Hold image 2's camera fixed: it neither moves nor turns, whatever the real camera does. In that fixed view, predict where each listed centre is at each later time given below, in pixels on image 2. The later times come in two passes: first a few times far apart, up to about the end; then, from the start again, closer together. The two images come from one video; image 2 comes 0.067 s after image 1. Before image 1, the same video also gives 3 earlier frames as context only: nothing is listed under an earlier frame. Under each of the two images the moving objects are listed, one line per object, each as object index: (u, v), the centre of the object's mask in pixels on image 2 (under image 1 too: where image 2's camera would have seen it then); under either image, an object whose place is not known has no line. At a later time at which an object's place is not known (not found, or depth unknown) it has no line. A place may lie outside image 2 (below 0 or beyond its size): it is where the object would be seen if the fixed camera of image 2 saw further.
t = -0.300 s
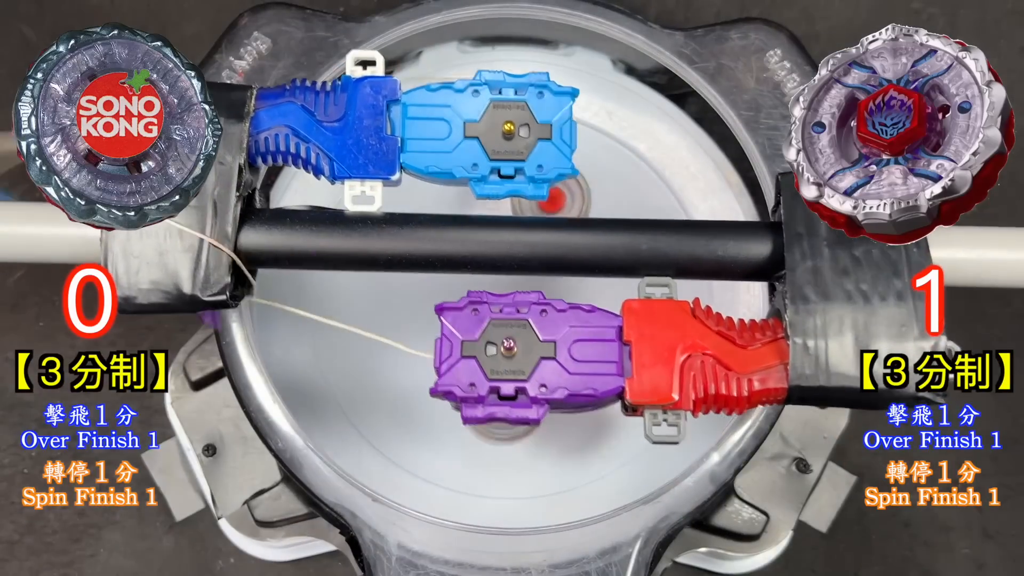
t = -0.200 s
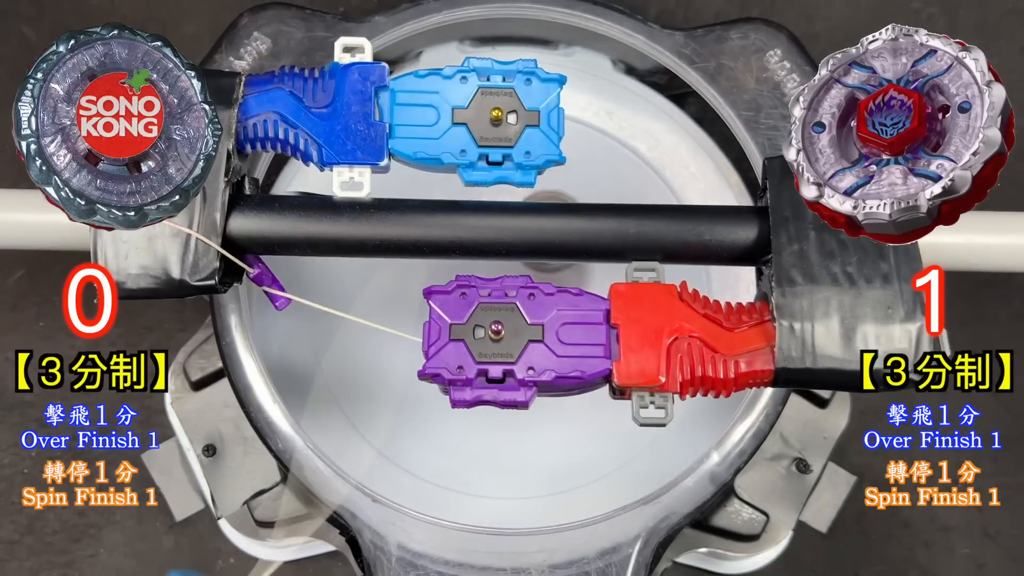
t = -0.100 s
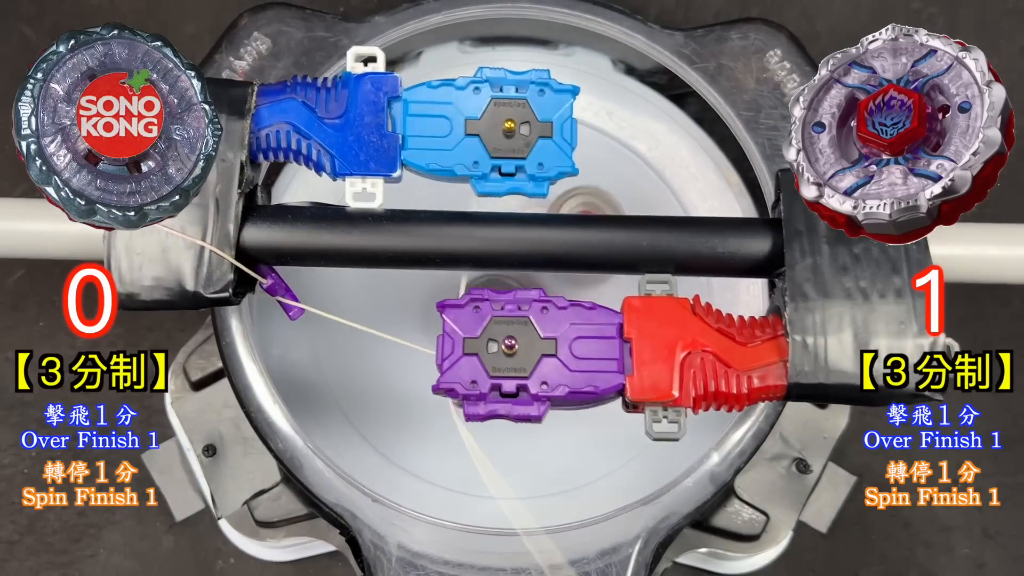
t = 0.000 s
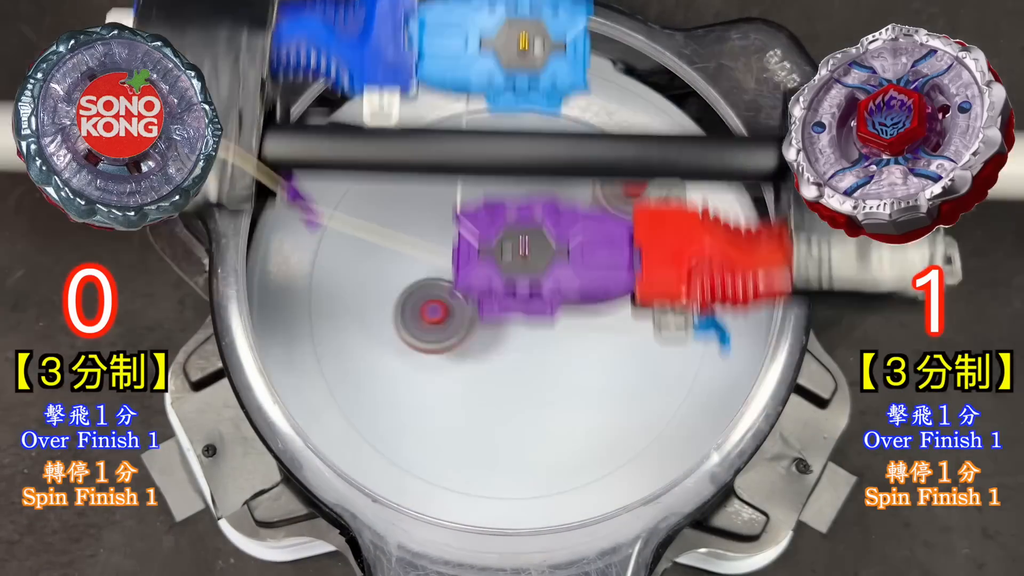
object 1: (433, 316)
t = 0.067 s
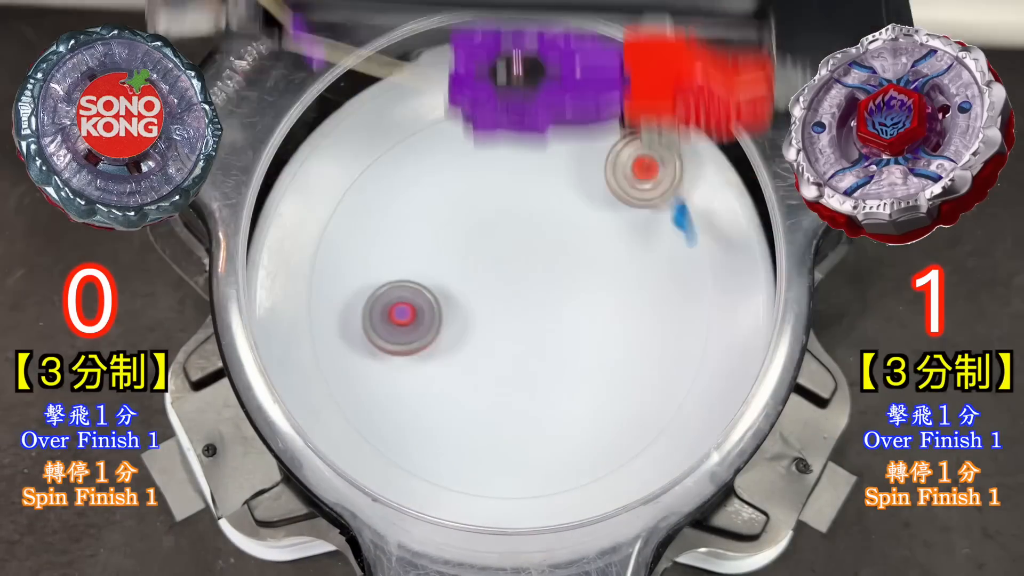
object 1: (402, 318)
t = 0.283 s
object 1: (400, 307)
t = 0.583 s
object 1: (344, 419)
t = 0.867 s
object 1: (464, 385)
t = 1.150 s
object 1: (419, 342)
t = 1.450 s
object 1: (423, 291)
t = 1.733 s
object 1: (435, 250)
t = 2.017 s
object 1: (454, 242)
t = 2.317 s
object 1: (488, 219)
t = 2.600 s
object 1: (497, 207)
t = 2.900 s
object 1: (519, 221)
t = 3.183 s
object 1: (538, 244)
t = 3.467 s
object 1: (462, 246)
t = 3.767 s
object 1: (409, 485)
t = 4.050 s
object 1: (702, 411)
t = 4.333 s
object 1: (627, 111)
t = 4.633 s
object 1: (307, 330)
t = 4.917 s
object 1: (587, 500)
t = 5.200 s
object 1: (630, 250)
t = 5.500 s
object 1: (527, 195)
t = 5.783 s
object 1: (487, 249)
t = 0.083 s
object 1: (396, 316)
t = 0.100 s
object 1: (391, 316)
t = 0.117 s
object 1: (387, 316)
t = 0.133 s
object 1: (384, 315)
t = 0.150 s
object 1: (383, 313)
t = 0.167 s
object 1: (382, 312)
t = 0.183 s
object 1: (382, 312)
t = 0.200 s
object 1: (383, 311)
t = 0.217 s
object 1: (385, 310)
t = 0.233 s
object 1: (388, 310)
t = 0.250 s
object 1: (392, 309)
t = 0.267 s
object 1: (396, 308)
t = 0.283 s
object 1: (400, 307)
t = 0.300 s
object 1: (405, 307)
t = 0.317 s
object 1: (411, 307)
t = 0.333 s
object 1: (416, 306)
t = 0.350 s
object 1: (416, 309)
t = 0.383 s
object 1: (398, 324)
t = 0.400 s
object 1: (384, 337)
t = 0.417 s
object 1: (370, 349)
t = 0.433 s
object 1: (359, 361)
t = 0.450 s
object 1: (349, 371)
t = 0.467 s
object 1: (342, 380)
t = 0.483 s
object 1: (337, 388)
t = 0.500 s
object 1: (336, 395)
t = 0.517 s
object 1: (336, 401)
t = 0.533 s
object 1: (338, 407)
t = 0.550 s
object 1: (340, 412)
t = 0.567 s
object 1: (342, 415)
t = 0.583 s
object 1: (344, 419)
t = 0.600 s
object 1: (347, 421)
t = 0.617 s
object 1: (350, 424)
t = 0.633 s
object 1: (353, 426)
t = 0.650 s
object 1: (356, 427)
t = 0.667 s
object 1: (360, 428)
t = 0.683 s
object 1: (365, 428)
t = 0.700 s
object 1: (370, 428)
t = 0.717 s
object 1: (378, 427)
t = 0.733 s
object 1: (387, 424)
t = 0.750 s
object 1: (397, 421)
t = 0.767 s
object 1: (406, 418)
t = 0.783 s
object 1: (417, 414)
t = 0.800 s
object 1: (427, 409)
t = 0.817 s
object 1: (436, 403)
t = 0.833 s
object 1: (446, 398)
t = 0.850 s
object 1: (455, 391)
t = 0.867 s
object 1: (464, 385)
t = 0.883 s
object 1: (472, 377)
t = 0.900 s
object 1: (479, 370)
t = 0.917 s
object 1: (485, 362)
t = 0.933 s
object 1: (491, 354)
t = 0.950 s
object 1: (496, 346)
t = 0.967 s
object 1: (493, 343)
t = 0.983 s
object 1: (484, 345)
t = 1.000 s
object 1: (474, 347)
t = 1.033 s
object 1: (456, 350)
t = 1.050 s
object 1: (448, 349)
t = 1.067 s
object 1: (441, 349)
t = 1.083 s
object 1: (435, 348)
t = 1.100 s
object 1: (430, 347)
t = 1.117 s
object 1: (425, 345)
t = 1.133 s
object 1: (422, 344)
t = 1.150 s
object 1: (419, 342)
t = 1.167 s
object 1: (417, 340)
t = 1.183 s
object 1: (416, 337)
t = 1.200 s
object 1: (415, 334)
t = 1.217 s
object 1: (415, 331)
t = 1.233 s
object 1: (414, 328)
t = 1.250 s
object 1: (415, 325)
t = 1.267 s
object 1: (415, 322)
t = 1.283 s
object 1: (415, 319)
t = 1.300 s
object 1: (416, 316)
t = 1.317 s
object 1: (416, 313)
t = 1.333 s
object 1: (417, 311)
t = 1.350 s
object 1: (417, 308)
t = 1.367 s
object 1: (419, 305)
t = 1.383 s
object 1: (419, 303)
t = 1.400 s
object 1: (420, 300)
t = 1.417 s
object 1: (421, 297)
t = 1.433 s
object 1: (422, 294)
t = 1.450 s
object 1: (423, 291)
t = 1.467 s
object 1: (425, 288)
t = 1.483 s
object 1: (426, 285)
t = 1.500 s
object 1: (427, 282)
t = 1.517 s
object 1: (428, 279)
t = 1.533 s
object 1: (429, 276)
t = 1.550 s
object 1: (430, 273)
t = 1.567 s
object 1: (431, 271)
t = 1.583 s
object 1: (432, 269)
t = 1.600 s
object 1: (433, 266)
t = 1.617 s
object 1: (434, 265)
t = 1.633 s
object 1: (434, 263)
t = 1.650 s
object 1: (435, 261)
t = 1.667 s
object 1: (435, 259)
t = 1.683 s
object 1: (435, 257)
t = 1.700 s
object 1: (435, 255)
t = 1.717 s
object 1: (435, 252)
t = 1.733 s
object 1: (435, 250)
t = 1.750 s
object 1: (435, 248)
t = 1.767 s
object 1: (435, 246)
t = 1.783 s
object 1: (435, 244)
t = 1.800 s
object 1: (435, 242)
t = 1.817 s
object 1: (435, 240)
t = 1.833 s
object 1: (436, 239)
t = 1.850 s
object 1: (436, 237)
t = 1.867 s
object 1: (437, 237)
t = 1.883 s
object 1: (439, 236)
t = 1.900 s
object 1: (440, 235)
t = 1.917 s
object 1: (441, 235)
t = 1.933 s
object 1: (443, 235)
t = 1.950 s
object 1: (445, 236)
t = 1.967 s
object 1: (447, 238)
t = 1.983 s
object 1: (449, 239)
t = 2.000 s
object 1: (452, 241)
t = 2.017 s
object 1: (454, 242)
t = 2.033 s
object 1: (456, 243)
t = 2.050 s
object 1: (459, 245)
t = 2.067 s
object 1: (461, 245)
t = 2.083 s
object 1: (463, 245)
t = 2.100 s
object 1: (466, 245)
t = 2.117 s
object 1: (468, 245)
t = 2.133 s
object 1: (470, 244)
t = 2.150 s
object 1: (472, 243)
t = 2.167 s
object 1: (474, 242)
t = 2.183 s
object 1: (476, 240)
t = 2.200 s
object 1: (478, 237)
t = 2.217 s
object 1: (480, 235)
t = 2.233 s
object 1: (482, 232)
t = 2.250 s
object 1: (483, 229)
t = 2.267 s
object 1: (485, 227)
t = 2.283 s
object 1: (486, 224)
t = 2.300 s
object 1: (487, 221)
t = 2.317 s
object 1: (488, 219)
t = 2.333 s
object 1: (489, 216)
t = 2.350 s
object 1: (490, 213)
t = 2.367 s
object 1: (490, 211)
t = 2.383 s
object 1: (491, 209)
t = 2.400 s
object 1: (491, 207)
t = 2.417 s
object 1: (492, 206)
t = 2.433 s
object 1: (492, 205)
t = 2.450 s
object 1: (493, 204)
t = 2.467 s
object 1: (493, 203)
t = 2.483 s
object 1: (493, 203)
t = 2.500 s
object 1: (494, 203)
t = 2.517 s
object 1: (494, 203)
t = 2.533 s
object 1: (494, 204)
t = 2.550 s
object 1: (495, 204)
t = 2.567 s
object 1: (495, 205)
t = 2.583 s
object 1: (496, 206)
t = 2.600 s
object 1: (497, 207)
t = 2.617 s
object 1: (497, 207)
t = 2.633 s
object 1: (498, 208)
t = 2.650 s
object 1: (499, 209)
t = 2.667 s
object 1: (500, 209)
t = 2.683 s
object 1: (501, 210)
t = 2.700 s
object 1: (502, 211)
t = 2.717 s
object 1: (504, 212)
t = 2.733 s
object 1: (505, 213)
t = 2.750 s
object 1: (507, 214)
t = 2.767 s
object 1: (508, 215)
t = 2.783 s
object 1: (509, 216)
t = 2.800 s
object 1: (511, 217)
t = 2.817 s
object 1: (512, 218)
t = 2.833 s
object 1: (514, 219)
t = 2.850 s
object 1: (515, 219)
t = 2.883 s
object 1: (518, 221)
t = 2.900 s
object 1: (519, 221)
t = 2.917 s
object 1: (521, 222)
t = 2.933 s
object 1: (523, 223)
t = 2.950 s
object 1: (525, 224)
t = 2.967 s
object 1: (527, 225)
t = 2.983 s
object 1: (529, 226)
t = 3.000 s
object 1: (531, 227)
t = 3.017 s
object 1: (533, 228)
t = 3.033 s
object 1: (534, 230)
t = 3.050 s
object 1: (536, 231)
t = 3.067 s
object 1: (537, 233)
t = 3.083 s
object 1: (538, 234)
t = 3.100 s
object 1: (538, 235)
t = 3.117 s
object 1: (539, 237)
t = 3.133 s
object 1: (538, 239)
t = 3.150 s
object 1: (538, 240)
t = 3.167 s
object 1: (537, 242)
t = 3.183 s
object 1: (538, 244)
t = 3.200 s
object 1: (538, 245)
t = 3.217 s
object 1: (538, 246)
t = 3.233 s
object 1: (538, 248)
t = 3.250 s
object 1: (551, 225)
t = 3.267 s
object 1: (577, 171)
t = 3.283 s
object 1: (600, 118)
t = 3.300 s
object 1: (615, 81)
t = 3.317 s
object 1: (601, 89)
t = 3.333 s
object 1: (587, 100)
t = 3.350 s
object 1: (571, 114)
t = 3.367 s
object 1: (554, 130)
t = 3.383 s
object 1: (538, 147)
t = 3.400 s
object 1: (522, 166)
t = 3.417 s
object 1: (505, 187)
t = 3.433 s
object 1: (490, 210)
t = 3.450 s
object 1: (475, 232)
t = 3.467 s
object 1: (462, 246)
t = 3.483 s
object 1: (451, 260)
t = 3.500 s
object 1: (440, 275)
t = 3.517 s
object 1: (428, 292)
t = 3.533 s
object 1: (416, 310)
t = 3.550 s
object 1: (405, 329)
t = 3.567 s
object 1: (394, 350)
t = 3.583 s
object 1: (386, 368)
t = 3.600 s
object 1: (383, 380)
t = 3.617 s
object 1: (380, 393)
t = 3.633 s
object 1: (378, 408)
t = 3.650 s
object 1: (377, 423)
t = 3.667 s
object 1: (376, 438)
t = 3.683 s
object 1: (378, 450)
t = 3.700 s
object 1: (383, 458)
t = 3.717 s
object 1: (388, 466)
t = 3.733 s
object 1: (394, 474)
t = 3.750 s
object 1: (401, 480)
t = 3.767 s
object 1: (409, 485)
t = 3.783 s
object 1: (418, 489)
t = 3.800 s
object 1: (426, 494)
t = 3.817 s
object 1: (436, 499)
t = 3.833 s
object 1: (446, 501)
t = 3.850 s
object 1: (457, 521)
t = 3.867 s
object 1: (469, 521)
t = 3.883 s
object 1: (483, 520)
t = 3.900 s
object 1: (497, 517)
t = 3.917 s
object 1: (513, 512)
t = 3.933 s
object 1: (537, 508)
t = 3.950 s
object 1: (564, 500)
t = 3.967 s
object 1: (590, 491)
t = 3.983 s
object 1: (616, 480)
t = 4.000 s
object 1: (643, 466)
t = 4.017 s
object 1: (667, 449)
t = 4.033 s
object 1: (688, 433)
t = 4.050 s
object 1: (702, 411)
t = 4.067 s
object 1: (716, 386)
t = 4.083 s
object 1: (727, 360)
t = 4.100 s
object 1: (736, 335)
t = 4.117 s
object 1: (742, 312)
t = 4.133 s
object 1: (743, 287)
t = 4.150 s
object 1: (741, 262)
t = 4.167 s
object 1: (737, 239)
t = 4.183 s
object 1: (733, 216)
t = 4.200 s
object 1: (727, 196)
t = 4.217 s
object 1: (719, 177)
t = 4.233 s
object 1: (710, 159)
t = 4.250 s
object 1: (699, 142)
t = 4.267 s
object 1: (687, 127)
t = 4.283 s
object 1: (674, 114)
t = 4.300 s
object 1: (659, 105)
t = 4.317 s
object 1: (644, 107)
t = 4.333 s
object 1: (627, 111)
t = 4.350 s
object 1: (609, 115)
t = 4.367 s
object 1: (587, 114)
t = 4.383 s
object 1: (561, 108)
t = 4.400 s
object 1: (535, 105)
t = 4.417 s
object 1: (508, 105)
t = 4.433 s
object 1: (483, 109)
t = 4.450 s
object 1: (458, 116)
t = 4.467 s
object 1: (432, 124)
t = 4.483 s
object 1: (408, 134)
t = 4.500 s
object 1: (385, 147)
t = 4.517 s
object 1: (366, 164)
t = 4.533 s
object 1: (348, 184)
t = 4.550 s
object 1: (334, 207)
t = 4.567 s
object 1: (323, 230)
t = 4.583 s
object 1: (314, 254)
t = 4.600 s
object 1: (307, 280)
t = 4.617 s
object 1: (305, 306)
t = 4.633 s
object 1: (307, 330)
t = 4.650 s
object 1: (313, 354)
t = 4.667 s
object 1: (321, 377)
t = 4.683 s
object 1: (333, 399)
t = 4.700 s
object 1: (346, 417)
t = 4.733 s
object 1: (379, 451)
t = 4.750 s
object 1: (397, 464)
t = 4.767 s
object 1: (416, 475)
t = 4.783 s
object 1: (435, 484)
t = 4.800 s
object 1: (455, 491)
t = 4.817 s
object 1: (474, 497)
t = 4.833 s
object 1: (493, 501)
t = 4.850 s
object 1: (513, 503)
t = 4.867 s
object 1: (532, 504)
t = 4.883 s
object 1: (550, 504)
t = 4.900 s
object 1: (569, 502)
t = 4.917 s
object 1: (587, 500)
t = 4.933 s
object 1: (606, 502)
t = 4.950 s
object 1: (615, 488)
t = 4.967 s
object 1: (624, 477)
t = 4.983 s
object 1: (632, 464)
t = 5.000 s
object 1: (639, 451)
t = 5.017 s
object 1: (644, 433)
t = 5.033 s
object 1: (647, 415)
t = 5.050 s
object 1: (649, 396)
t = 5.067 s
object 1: (650, 378)
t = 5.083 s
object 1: (650, 359)
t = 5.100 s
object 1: (650, 342)
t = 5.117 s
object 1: (648, 325)
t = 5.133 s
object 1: (645, 308)
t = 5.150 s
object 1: (642, 292)
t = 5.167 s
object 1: (639, 277)
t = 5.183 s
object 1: (635, 263)
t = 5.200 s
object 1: (630, 250)
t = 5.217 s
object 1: (624, 238)
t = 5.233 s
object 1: (618, 227)
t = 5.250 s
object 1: (612, 217)
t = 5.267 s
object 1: (606, 209)
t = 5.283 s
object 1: (599, 202)
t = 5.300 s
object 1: (593, 196)
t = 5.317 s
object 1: (586, 192)
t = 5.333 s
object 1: (580, 189)
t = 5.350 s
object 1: (573, 186)
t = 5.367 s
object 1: (567, 185)
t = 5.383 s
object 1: (561, 184)
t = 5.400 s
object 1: (556, 185)
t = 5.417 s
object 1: (550, 185)
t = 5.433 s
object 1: (545, 187)
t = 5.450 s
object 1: (540, 188)
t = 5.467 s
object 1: (536, 190)
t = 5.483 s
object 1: (531, 192)
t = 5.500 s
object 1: (527, 195)
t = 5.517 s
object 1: (523, 198)
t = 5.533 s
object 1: (519, 200)
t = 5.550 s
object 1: (516, 203)
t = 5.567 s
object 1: (512, 207)
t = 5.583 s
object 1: (509, 210)
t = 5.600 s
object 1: (506, 213)
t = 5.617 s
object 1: (504, 216)
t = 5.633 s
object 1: (502, 220)
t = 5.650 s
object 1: (500, 223)
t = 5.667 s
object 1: (498, 226)
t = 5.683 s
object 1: (495, 229)
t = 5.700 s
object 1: (494, 232)
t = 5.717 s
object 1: (493, 236)
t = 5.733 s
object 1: (491, 239)
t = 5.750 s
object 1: (490, 242)
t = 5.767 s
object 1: (488, 246)
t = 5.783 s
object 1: (487, 249)
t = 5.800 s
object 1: (486, 252)
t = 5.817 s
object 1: (485, 255)
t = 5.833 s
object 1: (484, 259)
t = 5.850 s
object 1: (483, 262)
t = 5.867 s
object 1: (482, 265)
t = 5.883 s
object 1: (480, 269)
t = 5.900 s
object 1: (478, 273)
